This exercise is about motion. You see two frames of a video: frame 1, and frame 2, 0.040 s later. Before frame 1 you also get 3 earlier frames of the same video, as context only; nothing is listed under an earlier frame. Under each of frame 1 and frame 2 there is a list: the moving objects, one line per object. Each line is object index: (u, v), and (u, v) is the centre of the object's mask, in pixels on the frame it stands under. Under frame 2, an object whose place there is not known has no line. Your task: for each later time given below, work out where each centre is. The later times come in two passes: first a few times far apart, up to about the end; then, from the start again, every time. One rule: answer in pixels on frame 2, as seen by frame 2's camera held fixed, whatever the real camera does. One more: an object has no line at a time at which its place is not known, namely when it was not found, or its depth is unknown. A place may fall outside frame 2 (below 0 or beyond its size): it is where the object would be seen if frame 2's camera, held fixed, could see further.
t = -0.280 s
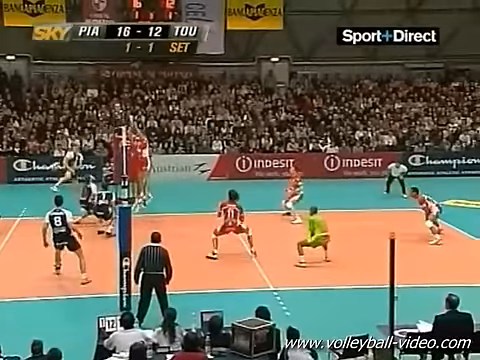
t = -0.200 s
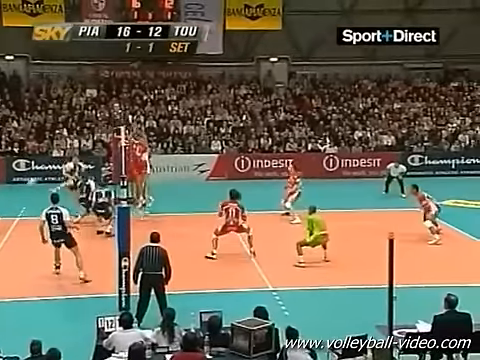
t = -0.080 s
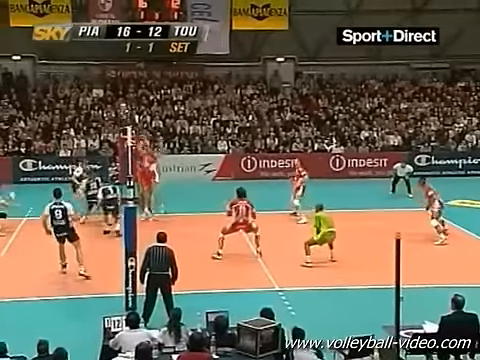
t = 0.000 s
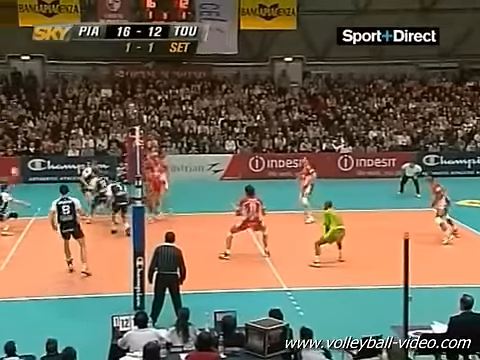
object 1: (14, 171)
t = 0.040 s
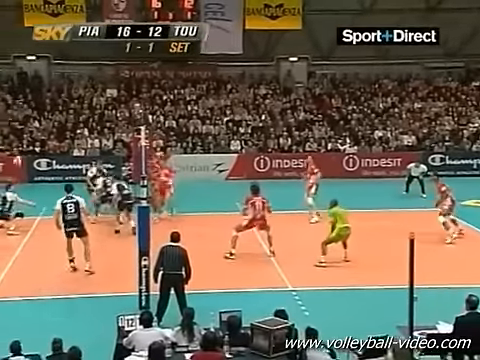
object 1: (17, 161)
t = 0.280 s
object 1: (-3, 107)
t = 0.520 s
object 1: (-24, 75)
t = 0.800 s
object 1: (-48, 65)
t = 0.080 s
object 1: (13, 150)
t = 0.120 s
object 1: (11, 139)
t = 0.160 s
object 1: (8, 132)
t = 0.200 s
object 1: (4, 122)
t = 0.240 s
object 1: (1, 115)
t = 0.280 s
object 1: (-3, 107)
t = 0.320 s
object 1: (-6, 100)
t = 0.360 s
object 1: (-9, 93)
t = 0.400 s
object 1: (-13, 88)
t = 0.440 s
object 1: (-17, 83)
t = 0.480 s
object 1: (-20, 79)
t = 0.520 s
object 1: (-24, 75)
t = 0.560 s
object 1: (-28, 72)
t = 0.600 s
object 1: (-31, 68)
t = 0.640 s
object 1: (-35, 66)
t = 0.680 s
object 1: (-39, 65)
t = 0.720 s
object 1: (-42, 65)
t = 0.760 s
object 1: (-45, 65)
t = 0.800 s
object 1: (-48, 65)
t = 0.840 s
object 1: (-52, 66)
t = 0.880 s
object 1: (-55, 68)
